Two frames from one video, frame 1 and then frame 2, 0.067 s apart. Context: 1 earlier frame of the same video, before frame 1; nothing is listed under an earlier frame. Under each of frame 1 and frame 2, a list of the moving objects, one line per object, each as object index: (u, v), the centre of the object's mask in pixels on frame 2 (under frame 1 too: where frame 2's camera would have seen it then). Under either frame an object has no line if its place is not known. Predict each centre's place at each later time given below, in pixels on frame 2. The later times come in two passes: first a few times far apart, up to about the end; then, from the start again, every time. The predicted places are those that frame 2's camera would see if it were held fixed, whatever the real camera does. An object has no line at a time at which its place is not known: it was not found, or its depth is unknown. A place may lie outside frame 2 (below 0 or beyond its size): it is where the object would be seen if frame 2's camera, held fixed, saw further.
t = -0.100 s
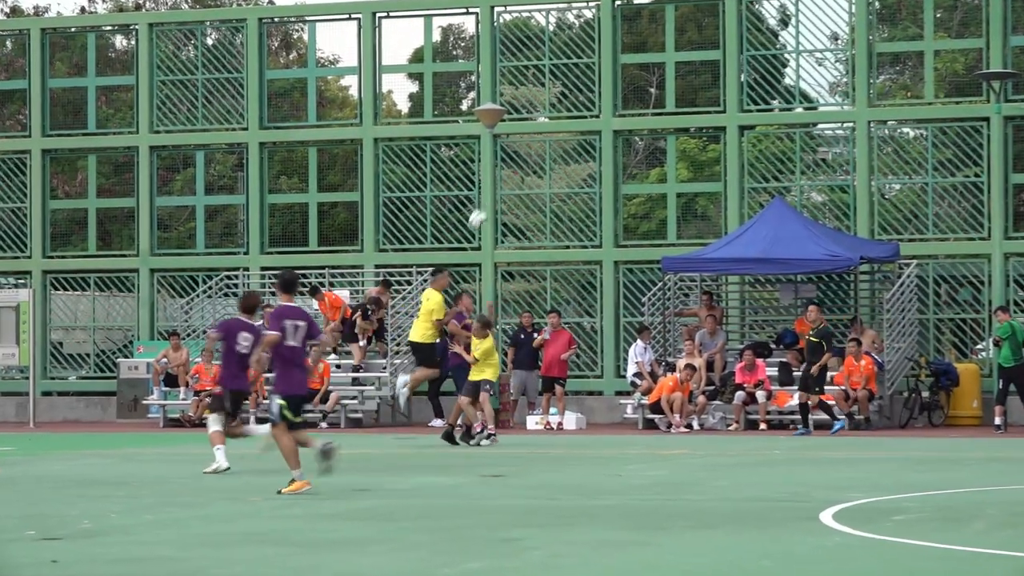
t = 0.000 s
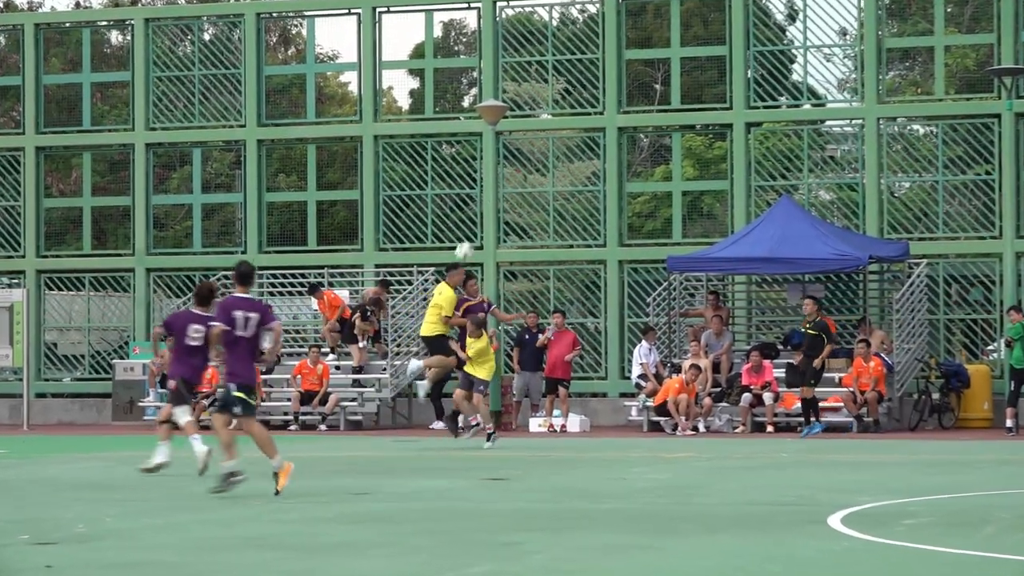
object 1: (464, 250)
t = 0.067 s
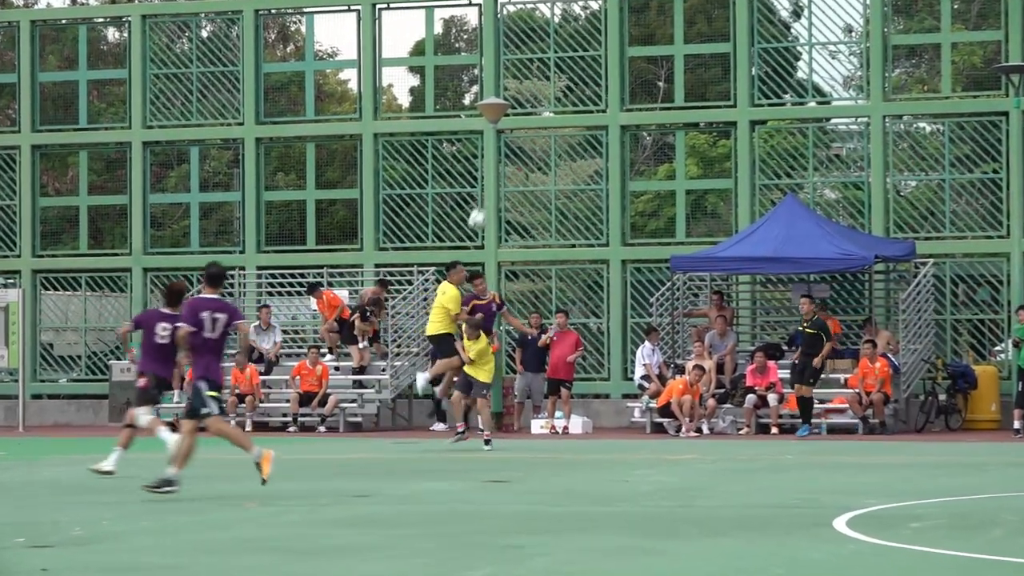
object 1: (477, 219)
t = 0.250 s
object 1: (512, 149)
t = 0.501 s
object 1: (559, 104)
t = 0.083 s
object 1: (479, 211)
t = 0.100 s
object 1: (483, 203)
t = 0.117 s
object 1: (487, 196)
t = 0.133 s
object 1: (490, 189)
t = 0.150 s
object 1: (493, 182)
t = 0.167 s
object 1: (496, 176)
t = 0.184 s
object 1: (500, 171)
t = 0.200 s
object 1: (502, 165)
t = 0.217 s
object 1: (506, 159)
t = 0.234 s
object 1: (509, 154)
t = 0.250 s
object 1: (512, 149)
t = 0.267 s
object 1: (515, 144)
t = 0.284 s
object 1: (518, 140)
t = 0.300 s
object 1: (521, 136)
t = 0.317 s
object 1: (524, 131)
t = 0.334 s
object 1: (528, 126)
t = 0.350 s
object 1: (531, 123)
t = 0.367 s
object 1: (534, 120)
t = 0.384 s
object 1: (539, 117)
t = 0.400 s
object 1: (541, 115)
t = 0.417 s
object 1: (544, 112)
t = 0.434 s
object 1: (547, 111)
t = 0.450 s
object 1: (550, 109)
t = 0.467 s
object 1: (552, 107)
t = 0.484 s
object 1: (555, 105)
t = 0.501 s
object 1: (559, 104)
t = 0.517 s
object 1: (562, 102)
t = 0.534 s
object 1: (565, 101)
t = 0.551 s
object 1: (568, 101)
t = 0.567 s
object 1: (571, 101)
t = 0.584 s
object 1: (574, 100)
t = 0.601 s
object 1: (578, 101)
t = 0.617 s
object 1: (581, 101)
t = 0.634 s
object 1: (584, 103)
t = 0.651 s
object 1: (587, 103)
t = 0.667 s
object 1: (590, 104)
